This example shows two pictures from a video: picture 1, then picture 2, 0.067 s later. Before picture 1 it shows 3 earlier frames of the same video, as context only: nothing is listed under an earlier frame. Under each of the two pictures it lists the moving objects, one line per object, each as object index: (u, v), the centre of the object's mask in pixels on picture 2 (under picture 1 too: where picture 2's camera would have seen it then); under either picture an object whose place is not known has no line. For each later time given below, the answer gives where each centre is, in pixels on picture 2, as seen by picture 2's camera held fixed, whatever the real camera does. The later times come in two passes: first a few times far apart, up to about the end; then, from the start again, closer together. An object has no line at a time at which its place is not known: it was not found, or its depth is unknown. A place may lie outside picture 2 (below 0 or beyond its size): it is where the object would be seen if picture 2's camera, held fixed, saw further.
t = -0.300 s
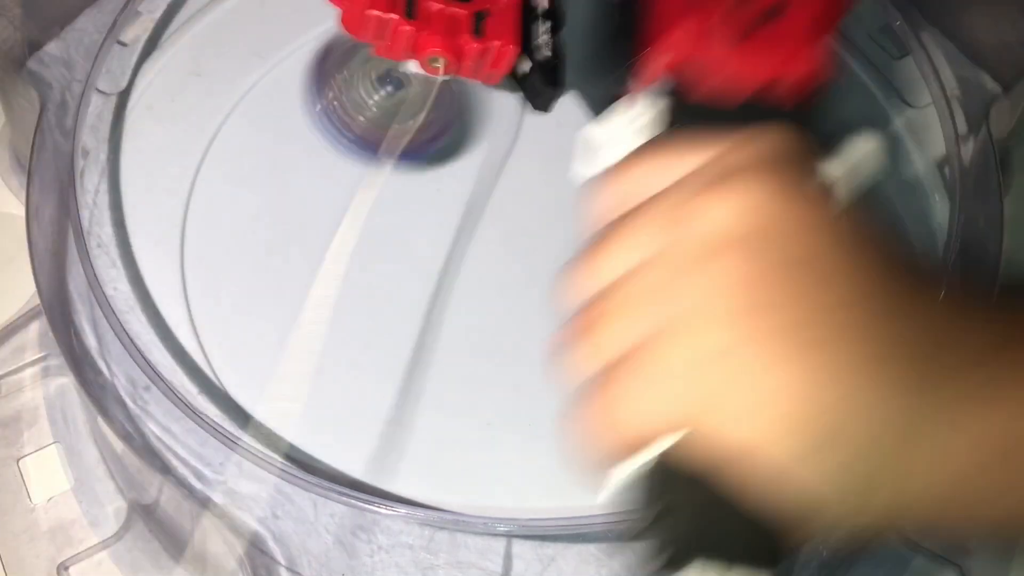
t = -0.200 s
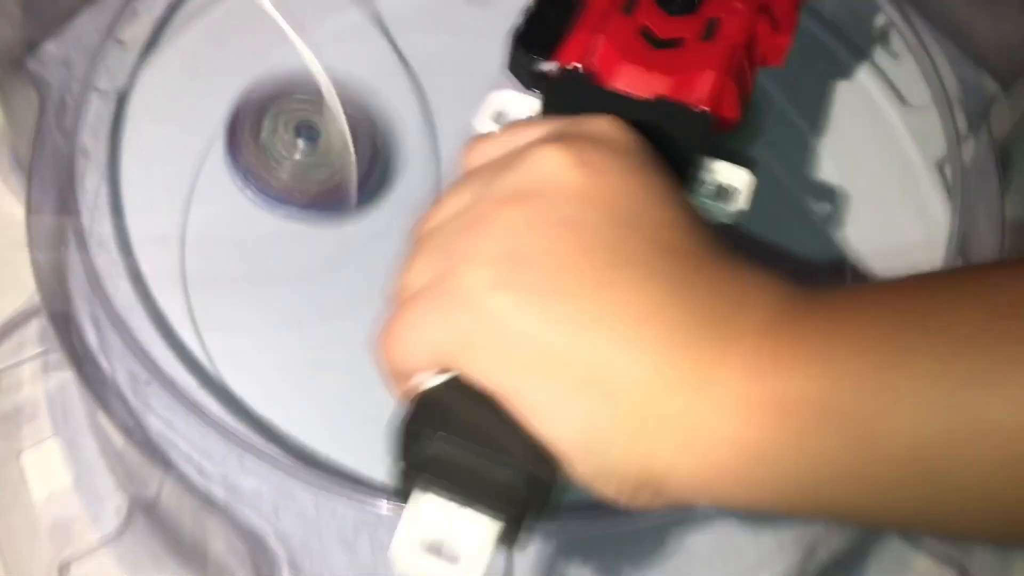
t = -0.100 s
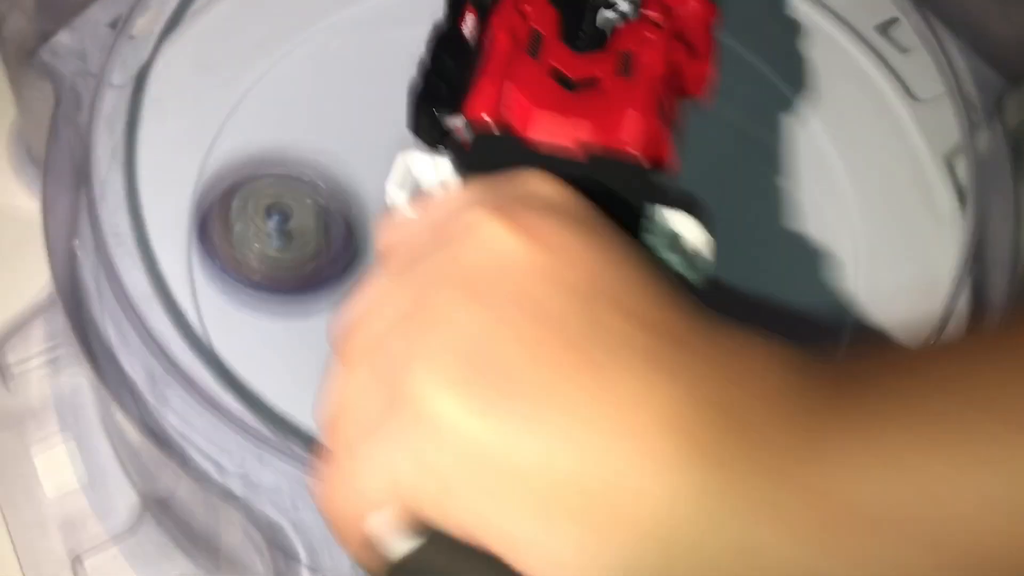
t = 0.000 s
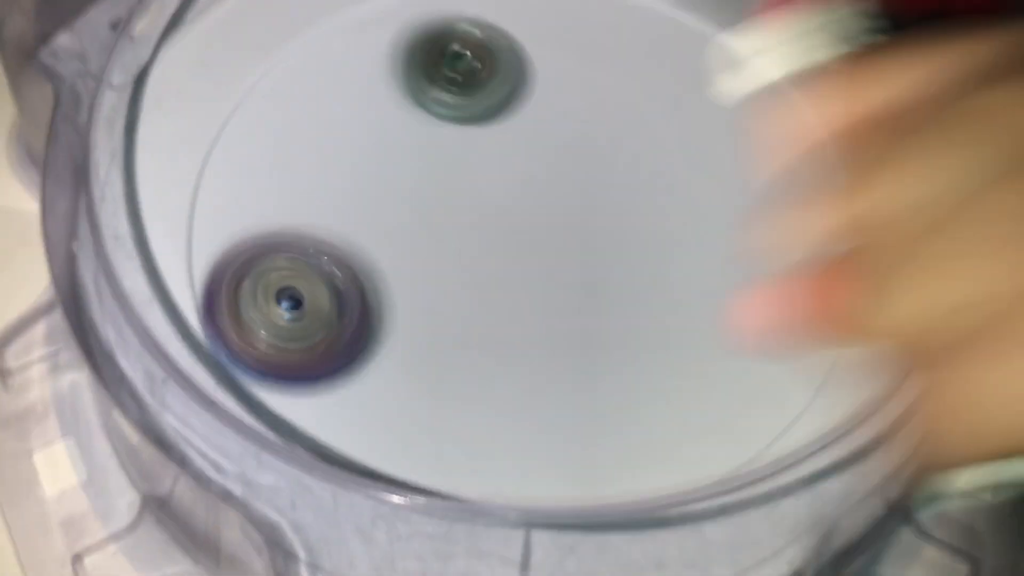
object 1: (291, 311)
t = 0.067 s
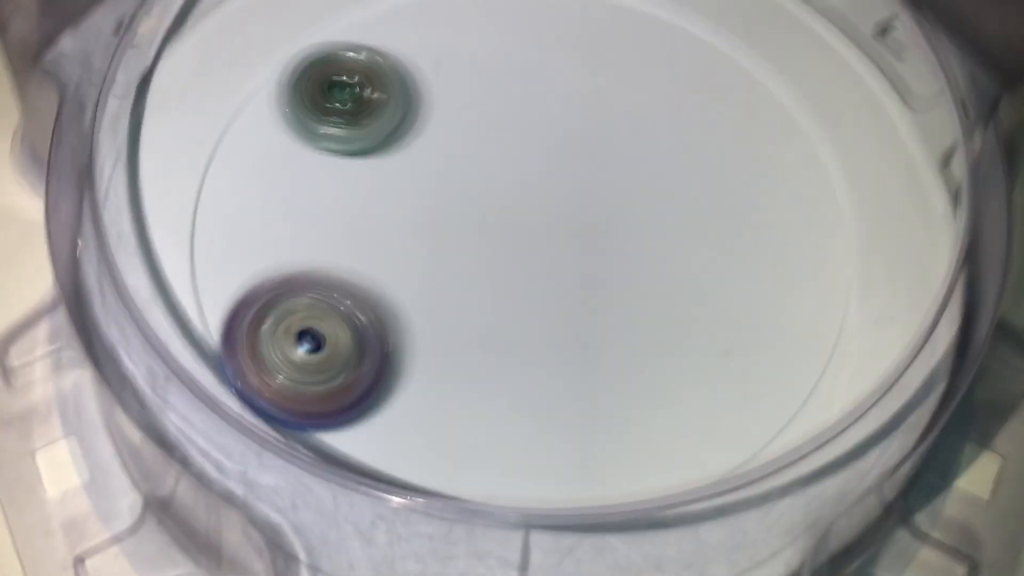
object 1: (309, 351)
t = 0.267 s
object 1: (403, 387)
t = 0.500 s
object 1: (658, 410)
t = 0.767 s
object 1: (666, 301)
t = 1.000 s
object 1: (542, 213)
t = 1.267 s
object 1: (550, 195)
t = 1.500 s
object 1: (781, 203)
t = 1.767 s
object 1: (885, 251)
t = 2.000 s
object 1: (792, 277)
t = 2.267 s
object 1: (619, 177)
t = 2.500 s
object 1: (604, 42)
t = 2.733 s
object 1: (696, 36)
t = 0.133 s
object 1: (336, 378)
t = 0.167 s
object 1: (353, 385)
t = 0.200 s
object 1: (367, 390)
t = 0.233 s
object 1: (385, 391)
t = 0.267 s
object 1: (403, 387)
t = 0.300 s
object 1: (426, 385)
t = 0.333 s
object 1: (470, 402)
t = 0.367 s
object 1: (516, 412)
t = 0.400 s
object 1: (557, 419)
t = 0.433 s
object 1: (594, 420)
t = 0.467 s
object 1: (629, 417)
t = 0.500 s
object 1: (658, 410)
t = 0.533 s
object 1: (680, 399)
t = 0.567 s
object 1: (696, 389)
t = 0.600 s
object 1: (703, 377)
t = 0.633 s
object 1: (706, 363)
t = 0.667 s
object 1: (703, 347)
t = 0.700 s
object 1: (695, 333)
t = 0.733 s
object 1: (682, 316)
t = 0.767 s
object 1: (666, 301)
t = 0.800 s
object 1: (647, 285)
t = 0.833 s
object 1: (628, 273)
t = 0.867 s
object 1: (607, 262)
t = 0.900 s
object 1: (589, 245)
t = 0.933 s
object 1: (571, 234)
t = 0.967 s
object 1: (556, 223)
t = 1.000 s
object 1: (542, 213)
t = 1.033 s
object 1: (531, 204)
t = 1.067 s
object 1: (524, 198)
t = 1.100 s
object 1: (517, 195)
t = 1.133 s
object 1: (519, 190)
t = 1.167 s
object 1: (521, 188)
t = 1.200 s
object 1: (528, 189)
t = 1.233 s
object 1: (538, 190)
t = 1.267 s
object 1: (550, 195)
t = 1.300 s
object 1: (572, 198)
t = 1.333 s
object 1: (596, 201)
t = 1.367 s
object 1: (630, 202)
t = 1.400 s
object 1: (665, 202)
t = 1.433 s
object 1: (701, 205)
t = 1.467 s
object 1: (743, 204)
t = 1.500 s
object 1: (781, 203)
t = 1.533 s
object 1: (813, 204)
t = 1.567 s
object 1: (839, 212)
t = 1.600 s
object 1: (862, 215)
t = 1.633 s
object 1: (880, 220)
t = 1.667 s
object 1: (890, 229)
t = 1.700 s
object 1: (896, 233)
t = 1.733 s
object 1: (891, 244)
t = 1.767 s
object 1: (885, 251)
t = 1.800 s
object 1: (880, 255)
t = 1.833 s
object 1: (874, 262)
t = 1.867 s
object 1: (866, 264)
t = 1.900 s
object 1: (855, 269)
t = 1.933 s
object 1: (837, 273)
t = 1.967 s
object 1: (816, 277)
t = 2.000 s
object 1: (792, 277)
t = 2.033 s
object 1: (769, 277)
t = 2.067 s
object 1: (744, 274)
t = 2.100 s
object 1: (719, 268)
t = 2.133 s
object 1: (695, 254)
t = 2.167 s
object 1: (673, 239)
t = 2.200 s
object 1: (652, 219)
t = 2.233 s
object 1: (634, 198)
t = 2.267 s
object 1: (619, 177)
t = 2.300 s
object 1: (607, 155)
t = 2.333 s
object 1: (599, 131)
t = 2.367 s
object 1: (595, 108)
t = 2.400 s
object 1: (593, 86)
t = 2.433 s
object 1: (594, 66)
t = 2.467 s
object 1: (598, 51)
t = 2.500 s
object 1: (604, 42)
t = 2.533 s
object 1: (613, 36)
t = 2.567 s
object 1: (623, 32)
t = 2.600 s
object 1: (635, 29)
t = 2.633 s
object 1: (649, 29)
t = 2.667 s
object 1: (664, 29)
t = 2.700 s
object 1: (679, 32)
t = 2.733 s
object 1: (696, 36)
